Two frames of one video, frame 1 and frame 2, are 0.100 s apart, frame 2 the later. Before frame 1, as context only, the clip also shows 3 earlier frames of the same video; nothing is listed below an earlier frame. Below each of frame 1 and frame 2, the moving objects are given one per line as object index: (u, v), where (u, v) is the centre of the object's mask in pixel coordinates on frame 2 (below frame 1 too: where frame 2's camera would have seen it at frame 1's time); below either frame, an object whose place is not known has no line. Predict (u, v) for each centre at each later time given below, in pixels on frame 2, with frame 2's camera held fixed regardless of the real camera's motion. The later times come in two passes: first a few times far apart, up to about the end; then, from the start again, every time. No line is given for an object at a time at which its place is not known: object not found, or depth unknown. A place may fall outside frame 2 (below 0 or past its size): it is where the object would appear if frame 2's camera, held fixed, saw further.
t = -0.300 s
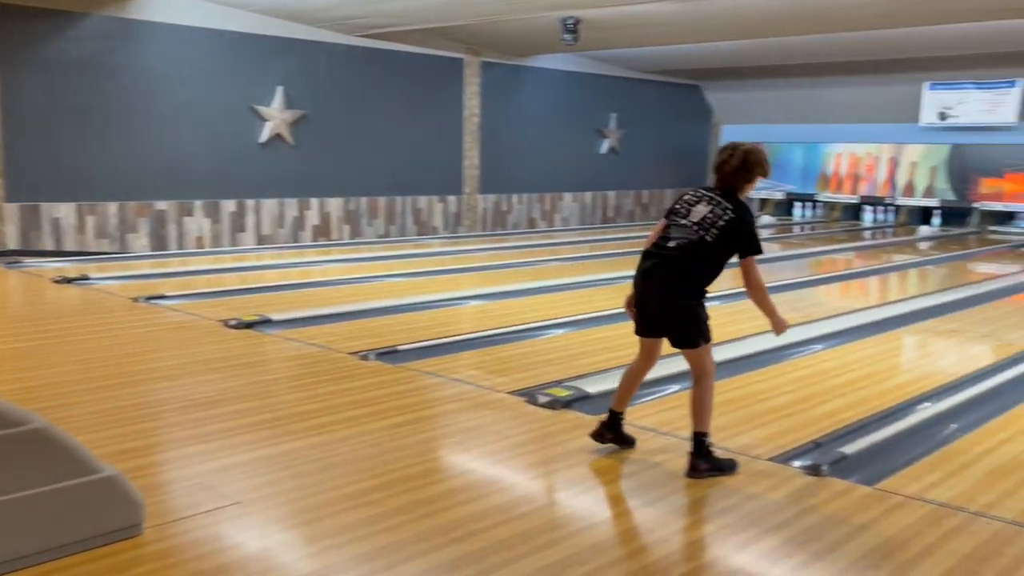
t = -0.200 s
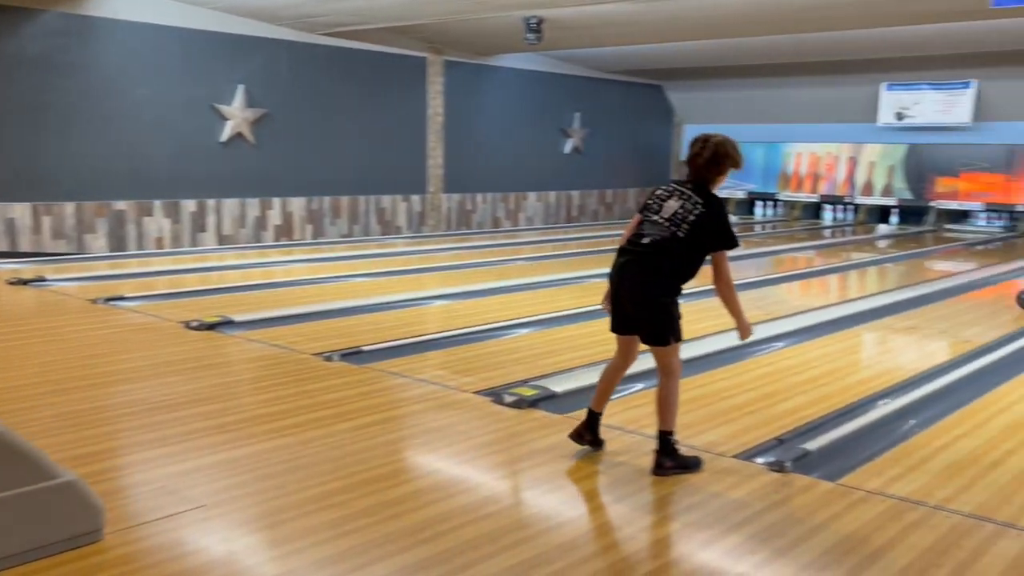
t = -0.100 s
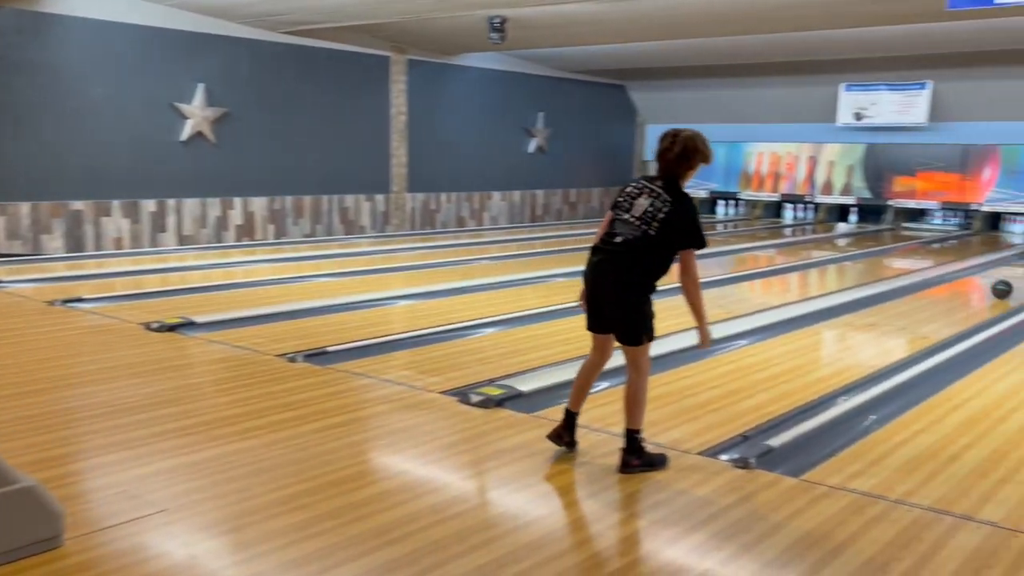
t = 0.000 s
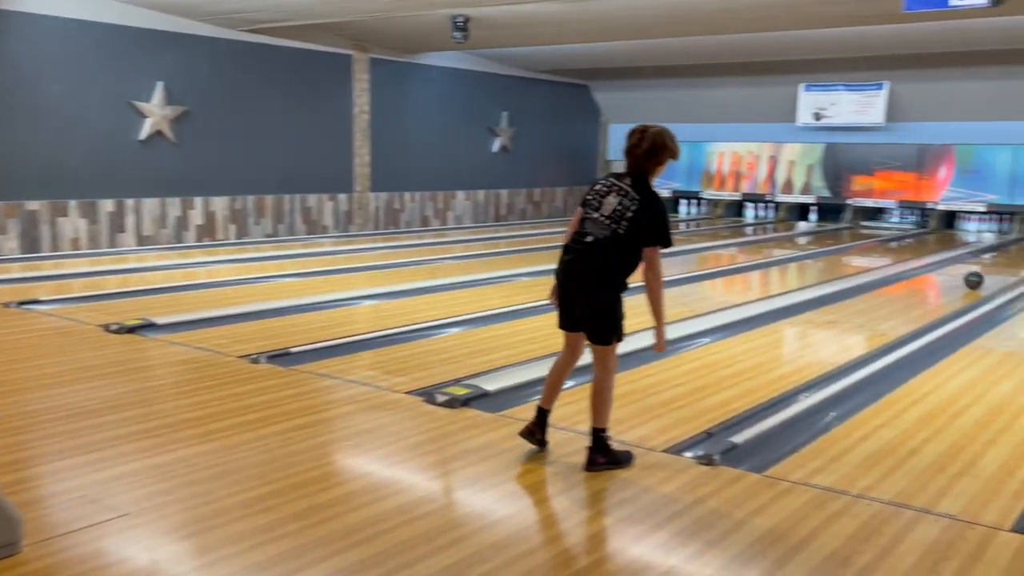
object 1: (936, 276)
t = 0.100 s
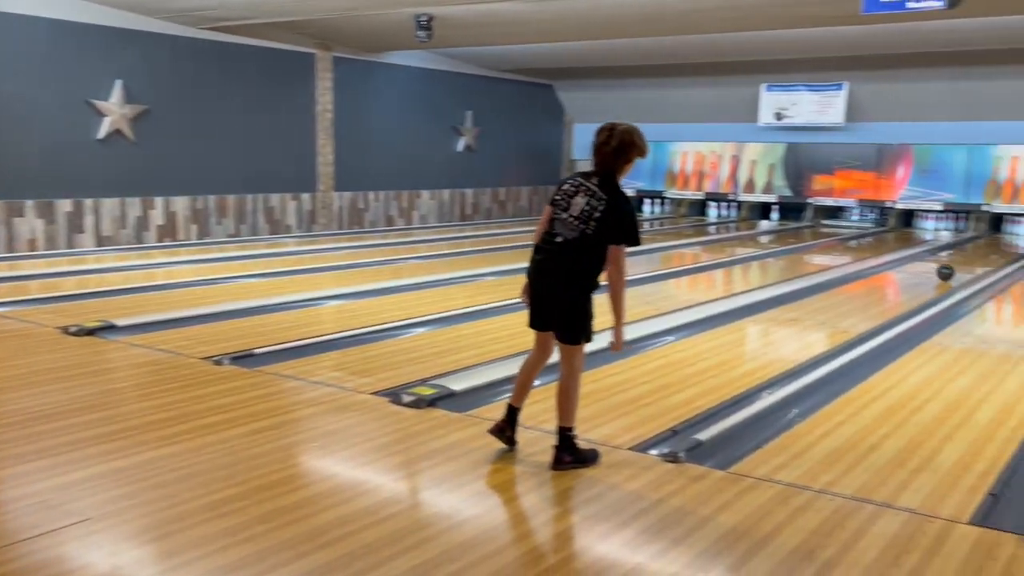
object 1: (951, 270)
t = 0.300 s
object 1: (976, 262)
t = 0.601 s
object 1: (1004, 251)
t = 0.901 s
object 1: (1024, 243)
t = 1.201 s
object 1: (1036, 237)
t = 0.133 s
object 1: (956, 269)
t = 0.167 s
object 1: (960, 267)
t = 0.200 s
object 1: (964, 265)
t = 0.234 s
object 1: (969, 264)
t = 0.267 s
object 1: (972, 263)
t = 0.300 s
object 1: (976, 262)
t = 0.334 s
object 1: (980, 260)
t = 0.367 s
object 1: (983, 259)
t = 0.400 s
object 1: (986, 258)
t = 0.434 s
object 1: (990, 257)
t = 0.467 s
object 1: (993, 256)
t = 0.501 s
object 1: (997, 255)
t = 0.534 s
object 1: (999, 254)
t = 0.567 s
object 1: (1001, 252)
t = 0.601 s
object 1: (1004, 251)
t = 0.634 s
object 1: (1006, 251)
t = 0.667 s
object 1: (1008, 250)
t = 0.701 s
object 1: (1012, 249)
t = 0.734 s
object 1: (1013, 248)
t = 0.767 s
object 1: (1016, 247)
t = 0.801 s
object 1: (1019, 246)
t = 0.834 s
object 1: (1019, 245)
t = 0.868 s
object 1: (1022, 245)
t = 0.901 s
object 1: (1024, 243)
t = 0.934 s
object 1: (1025, 243)
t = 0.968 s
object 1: (1027, 242)
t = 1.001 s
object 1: (1029, 241)
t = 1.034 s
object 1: (1030, 241)
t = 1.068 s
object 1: (1031, 240)
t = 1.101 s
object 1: (1032, 239)
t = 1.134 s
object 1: (1034, 238)
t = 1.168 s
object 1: (1035, 237)
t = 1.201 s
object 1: (1036, 237)
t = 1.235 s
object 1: (1037, 236)
